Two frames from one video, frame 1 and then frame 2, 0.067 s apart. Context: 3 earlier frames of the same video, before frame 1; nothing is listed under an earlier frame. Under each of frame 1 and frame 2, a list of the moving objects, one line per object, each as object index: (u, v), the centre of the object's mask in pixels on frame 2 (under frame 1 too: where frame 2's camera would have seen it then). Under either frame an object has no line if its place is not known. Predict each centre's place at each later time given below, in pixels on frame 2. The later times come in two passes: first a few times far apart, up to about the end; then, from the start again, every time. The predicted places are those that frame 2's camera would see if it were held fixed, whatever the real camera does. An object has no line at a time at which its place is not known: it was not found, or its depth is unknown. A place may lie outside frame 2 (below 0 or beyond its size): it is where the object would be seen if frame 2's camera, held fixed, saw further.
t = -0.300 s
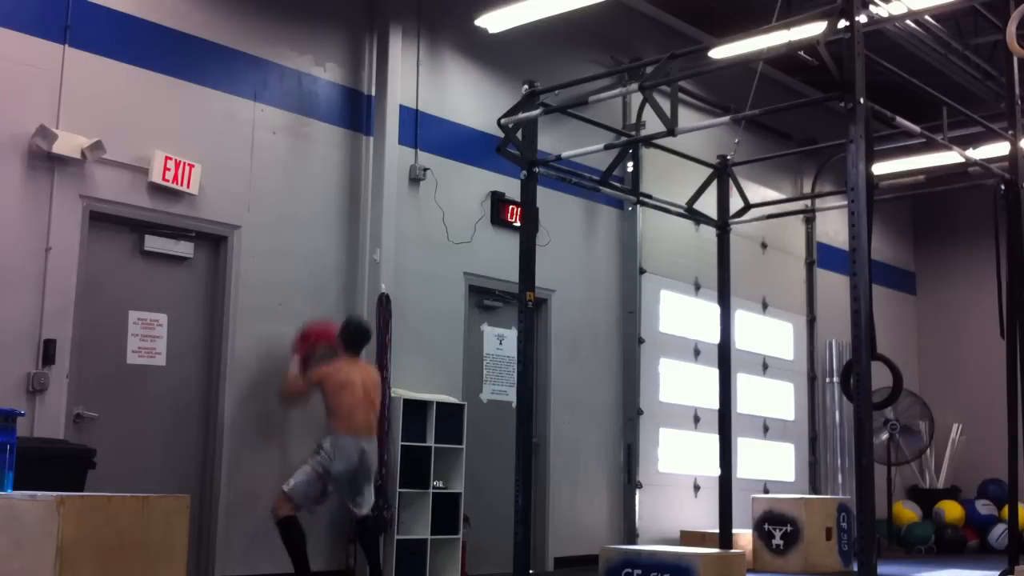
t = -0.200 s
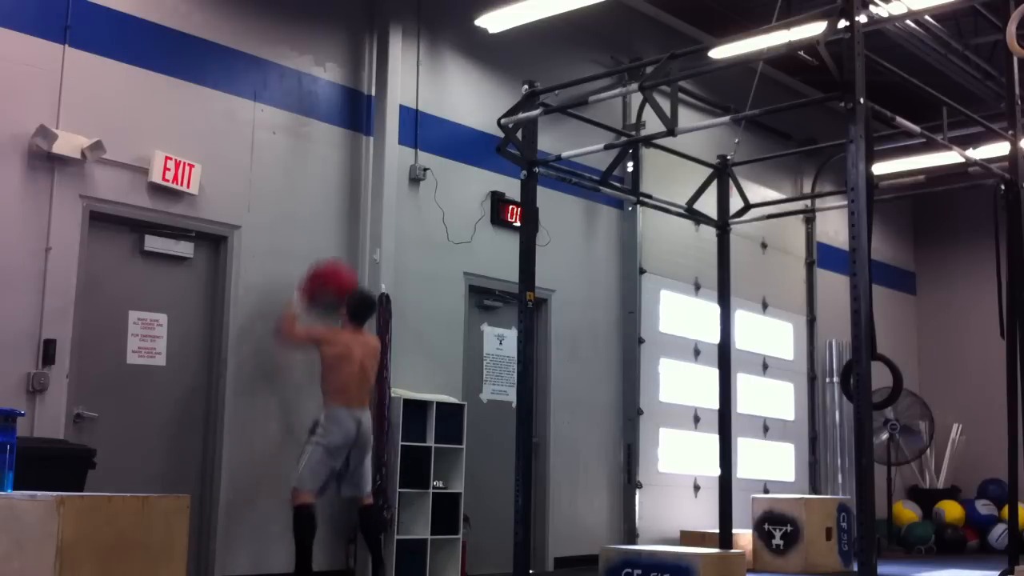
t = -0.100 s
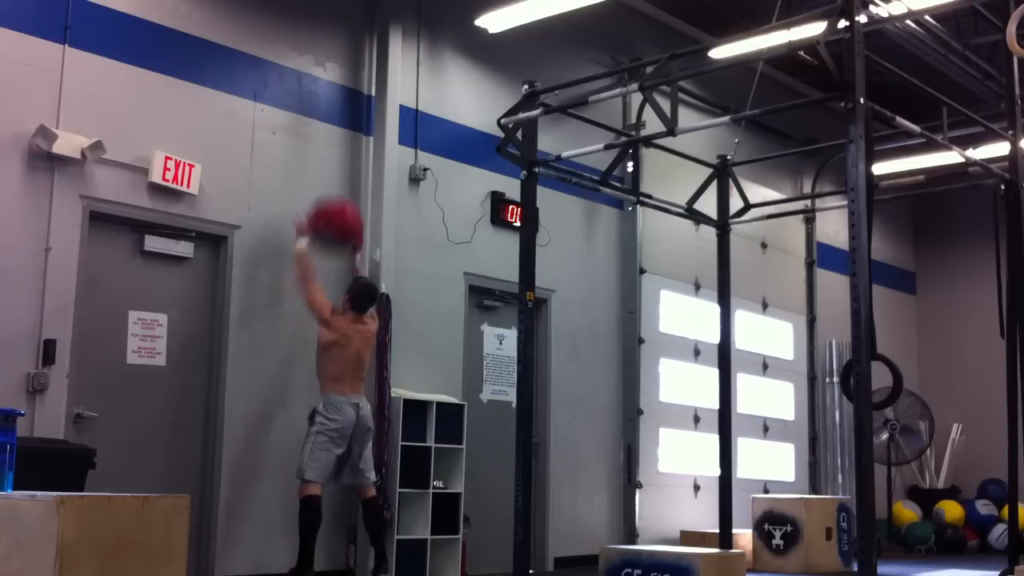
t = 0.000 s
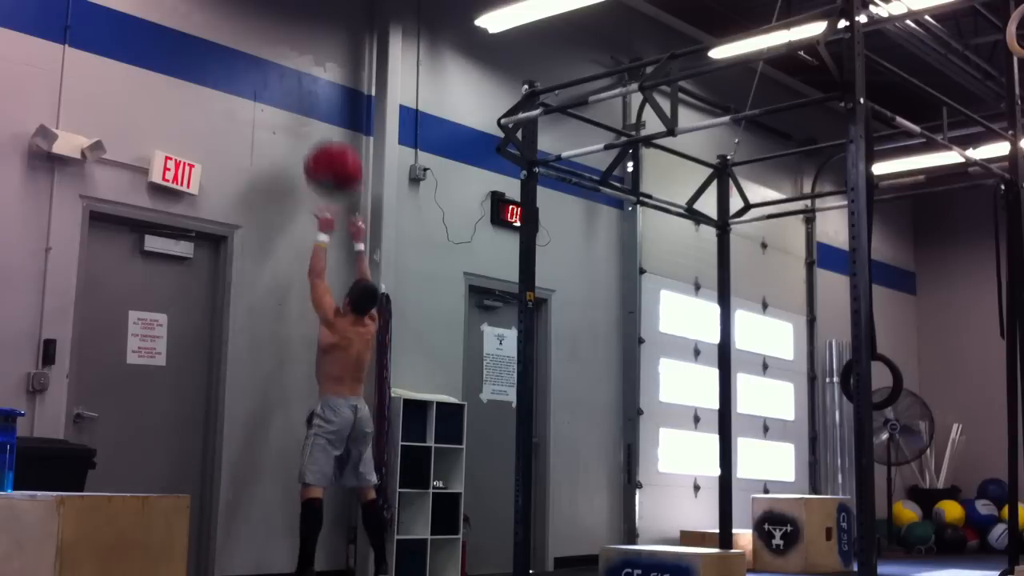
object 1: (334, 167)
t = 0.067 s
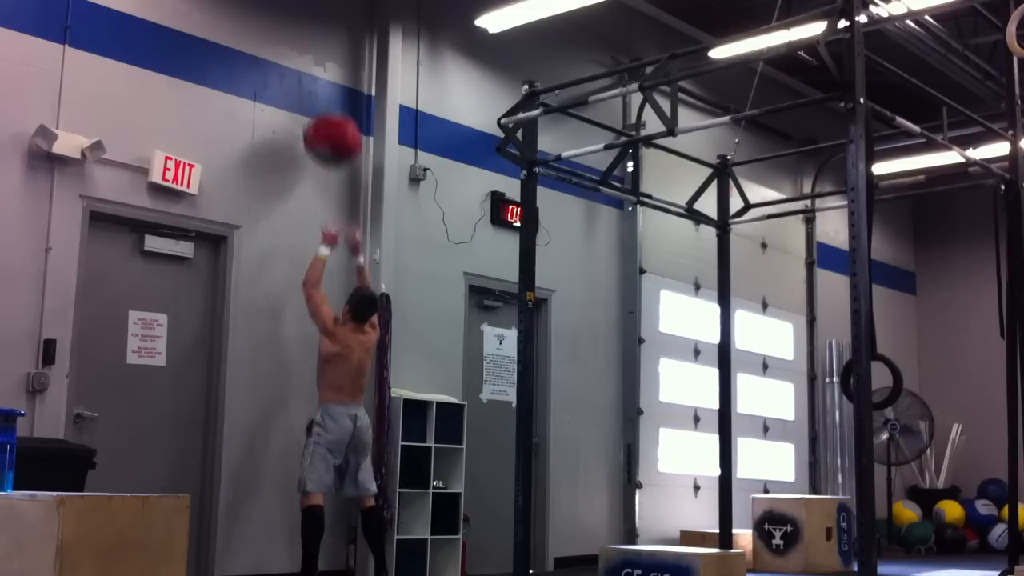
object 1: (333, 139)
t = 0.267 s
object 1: (327, 90)
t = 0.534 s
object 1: (323, 106)
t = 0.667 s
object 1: (326, 147)
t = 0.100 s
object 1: (332, 127)
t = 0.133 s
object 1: (331, 116)
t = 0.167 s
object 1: (331, 108)
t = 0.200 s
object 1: (330, 100)
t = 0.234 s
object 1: (329, 95)
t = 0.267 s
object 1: (327, 90)
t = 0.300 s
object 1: (326, 88)
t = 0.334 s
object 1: (325, 87)
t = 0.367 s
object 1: (324, 87)
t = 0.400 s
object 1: (323, 89)
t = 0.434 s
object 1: (322, 91)
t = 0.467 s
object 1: (322, 94)
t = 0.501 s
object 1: (322, 100)
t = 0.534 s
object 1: (323, 106)
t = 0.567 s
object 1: (324, 113)
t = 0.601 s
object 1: (325, 122)
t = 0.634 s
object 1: (326, 133)
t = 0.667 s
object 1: (326, 147)
